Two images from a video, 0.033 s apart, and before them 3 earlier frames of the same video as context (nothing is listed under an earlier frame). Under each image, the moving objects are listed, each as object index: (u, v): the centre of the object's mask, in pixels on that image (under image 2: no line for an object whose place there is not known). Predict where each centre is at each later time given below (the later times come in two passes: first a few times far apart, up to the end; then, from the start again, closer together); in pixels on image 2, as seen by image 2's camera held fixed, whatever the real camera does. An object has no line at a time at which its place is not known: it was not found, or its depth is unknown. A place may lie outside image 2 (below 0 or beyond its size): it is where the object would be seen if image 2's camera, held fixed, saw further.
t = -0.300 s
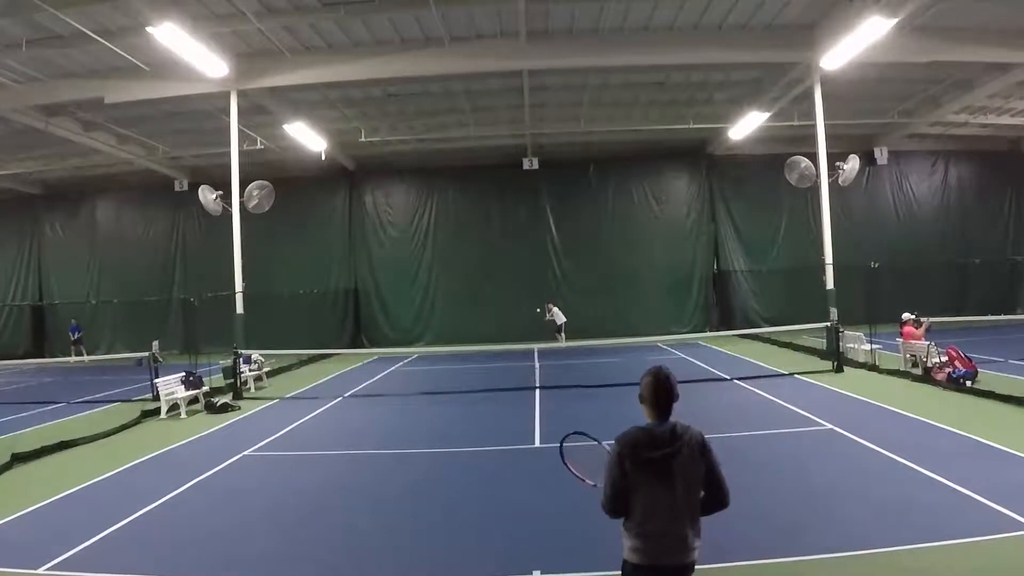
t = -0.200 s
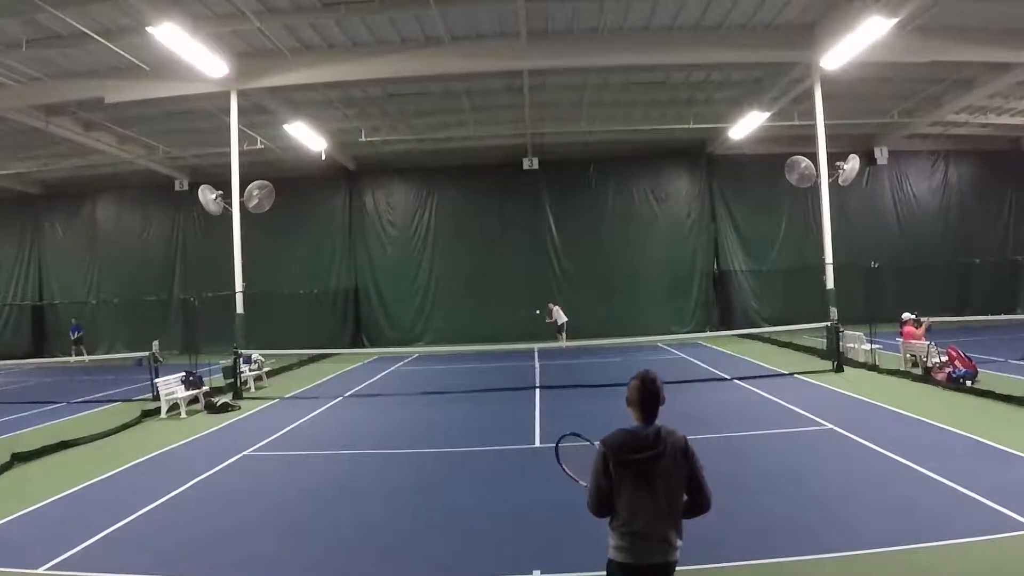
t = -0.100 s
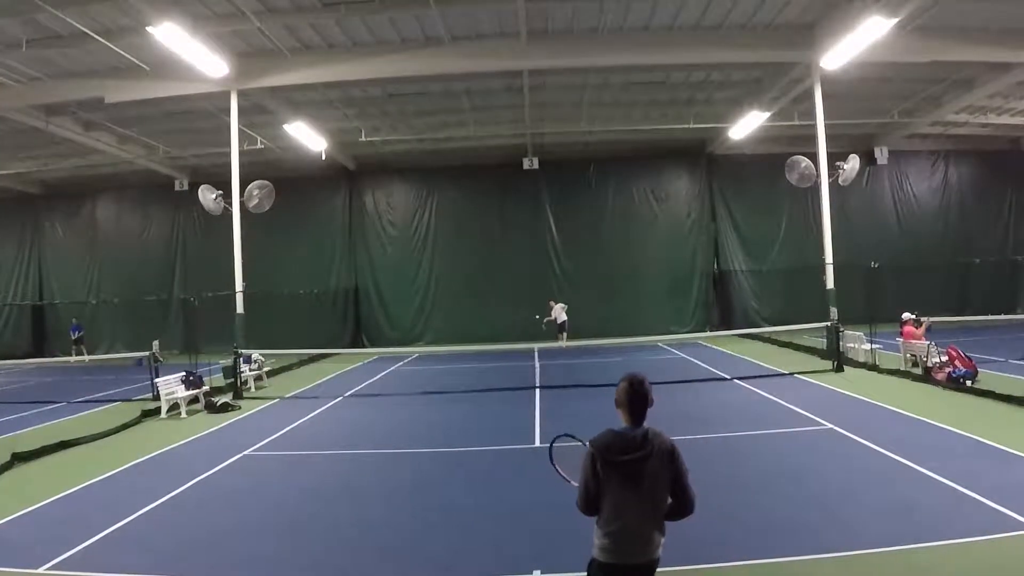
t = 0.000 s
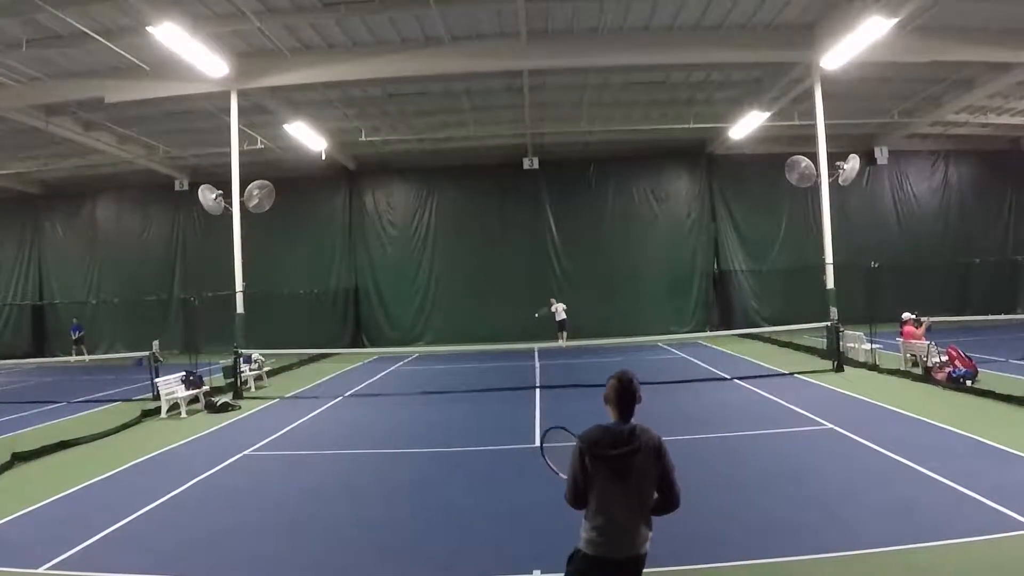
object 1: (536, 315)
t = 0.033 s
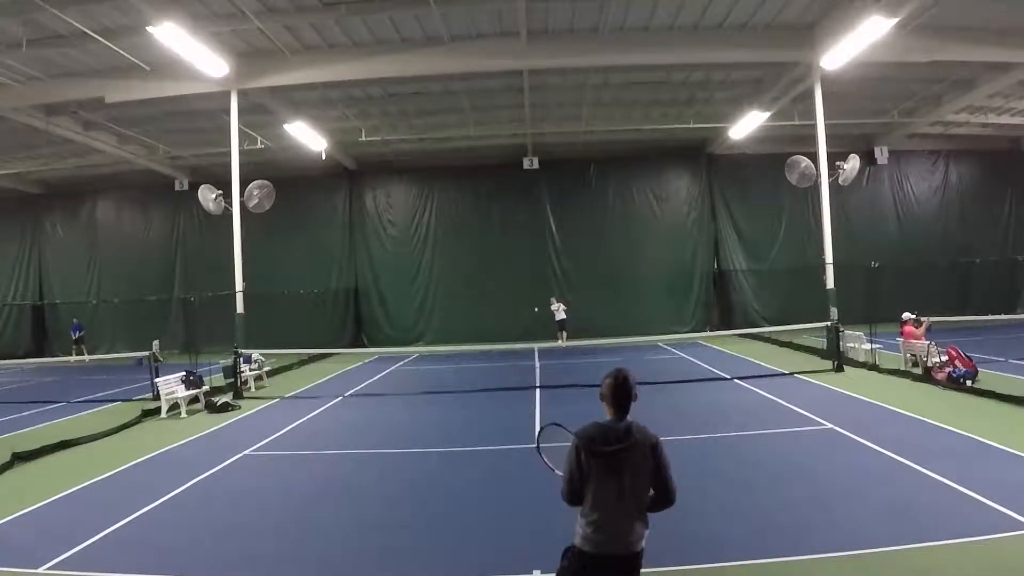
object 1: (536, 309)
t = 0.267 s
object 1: (530, 276)
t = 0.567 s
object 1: (519, 260)
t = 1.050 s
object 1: (483, 369)
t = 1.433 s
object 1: (423, 420)
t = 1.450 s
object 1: (420, 416)
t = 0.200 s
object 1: (532, 284)
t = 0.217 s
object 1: (531, 282)
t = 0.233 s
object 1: (531, 280)
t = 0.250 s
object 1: (530, 278)
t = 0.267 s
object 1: (530, 276)
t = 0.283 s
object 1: (529, 274)
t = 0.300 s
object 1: (529, 272)
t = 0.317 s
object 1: (528, 271)
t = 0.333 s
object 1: (528, 269)
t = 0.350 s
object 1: (527, 268)
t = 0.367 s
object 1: (527, 267)
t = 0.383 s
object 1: (526, 265)
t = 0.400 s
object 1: (526, 264)
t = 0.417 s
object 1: (525, 263)
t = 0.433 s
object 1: (524, 262)
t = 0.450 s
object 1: (524, 262)
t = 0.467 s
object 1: (523, 261)
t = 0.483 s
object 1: (522, 260)
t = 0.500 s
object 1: (522, 260)
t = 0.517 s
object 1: (521, 260)
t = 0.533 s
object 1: (520, 260)
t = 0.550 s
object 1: (519, 260)
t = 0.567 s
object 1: (519, 260)
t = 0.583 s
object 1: (518, 260)
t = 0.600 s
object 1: (517, 261)
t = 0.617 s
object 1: (516, 261)
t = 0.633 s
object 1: (515, 262)
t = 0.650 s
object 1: (514, 263)
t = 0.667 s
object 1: (513, 264)
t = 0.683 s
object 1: (513, 266)
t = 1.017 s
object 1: (486, 352)
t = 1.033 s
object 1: (485, 360)
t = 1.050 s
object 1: (483, 369)
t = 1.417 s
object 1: (427, 425)
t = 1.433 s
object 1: (423, 420)
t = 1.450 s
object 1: (420, 416)
